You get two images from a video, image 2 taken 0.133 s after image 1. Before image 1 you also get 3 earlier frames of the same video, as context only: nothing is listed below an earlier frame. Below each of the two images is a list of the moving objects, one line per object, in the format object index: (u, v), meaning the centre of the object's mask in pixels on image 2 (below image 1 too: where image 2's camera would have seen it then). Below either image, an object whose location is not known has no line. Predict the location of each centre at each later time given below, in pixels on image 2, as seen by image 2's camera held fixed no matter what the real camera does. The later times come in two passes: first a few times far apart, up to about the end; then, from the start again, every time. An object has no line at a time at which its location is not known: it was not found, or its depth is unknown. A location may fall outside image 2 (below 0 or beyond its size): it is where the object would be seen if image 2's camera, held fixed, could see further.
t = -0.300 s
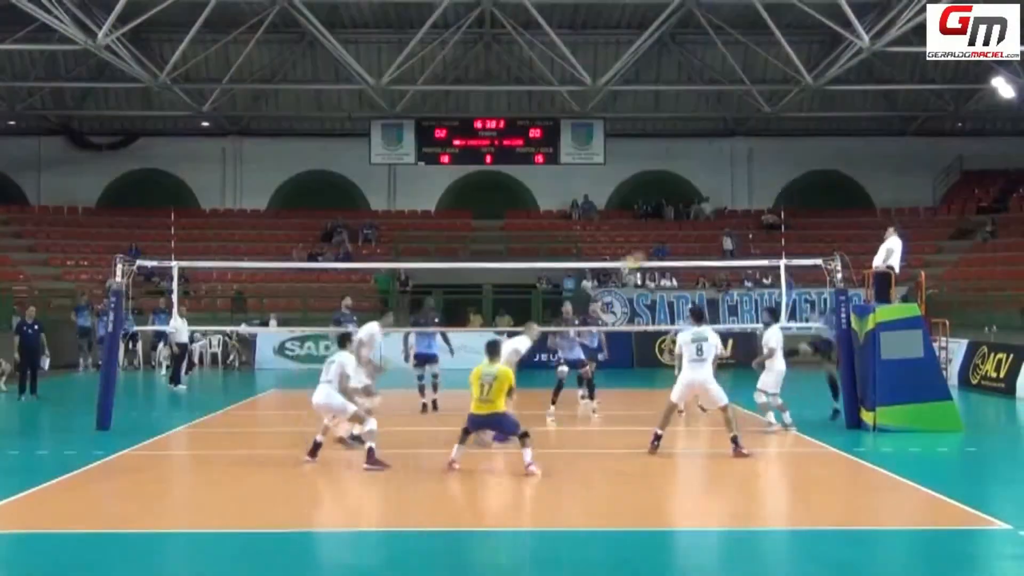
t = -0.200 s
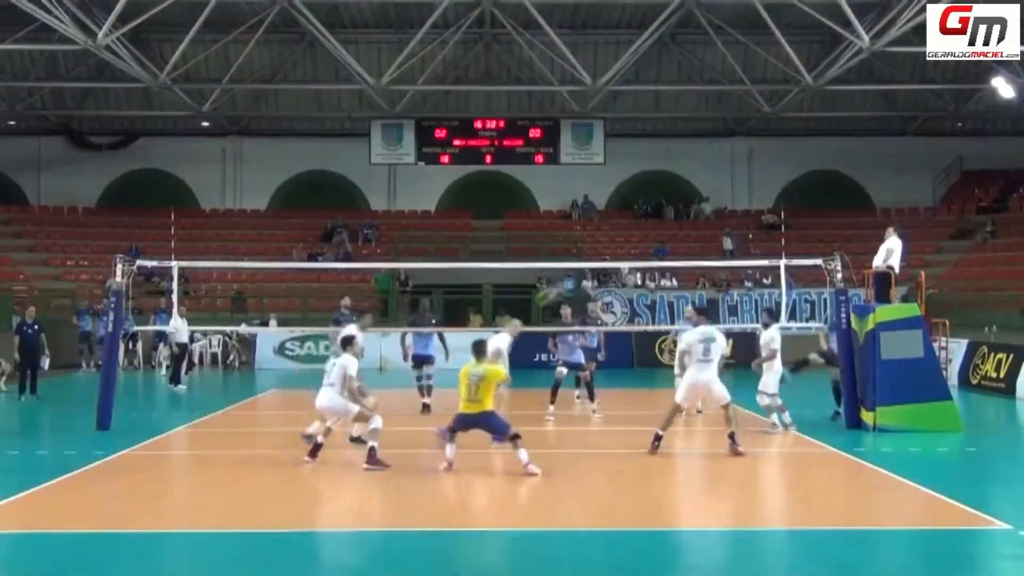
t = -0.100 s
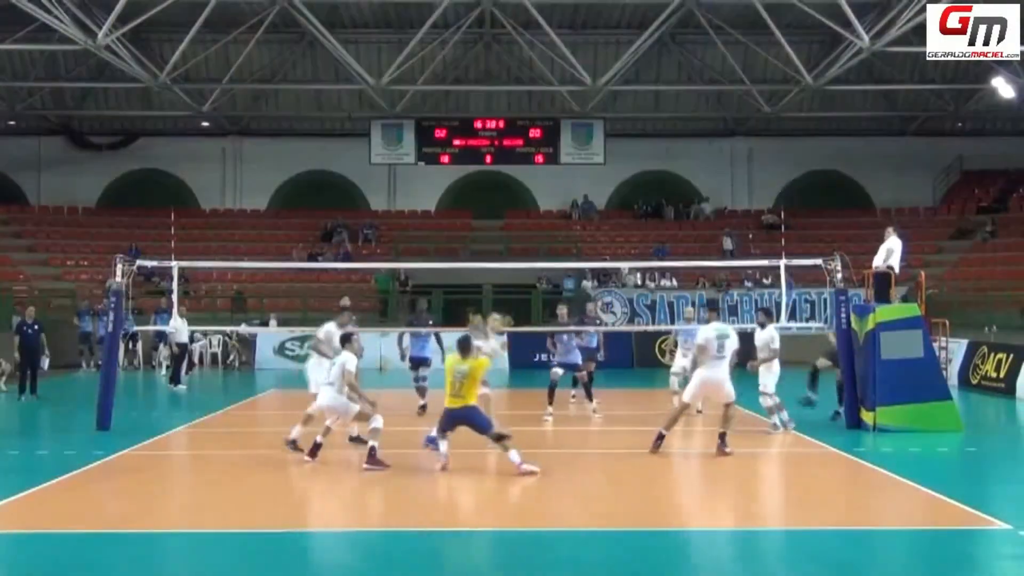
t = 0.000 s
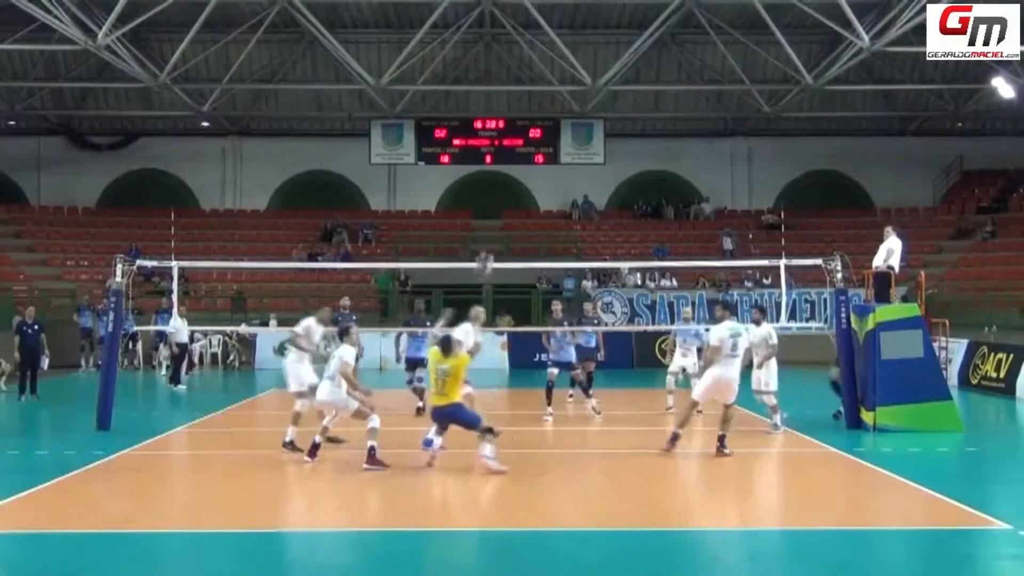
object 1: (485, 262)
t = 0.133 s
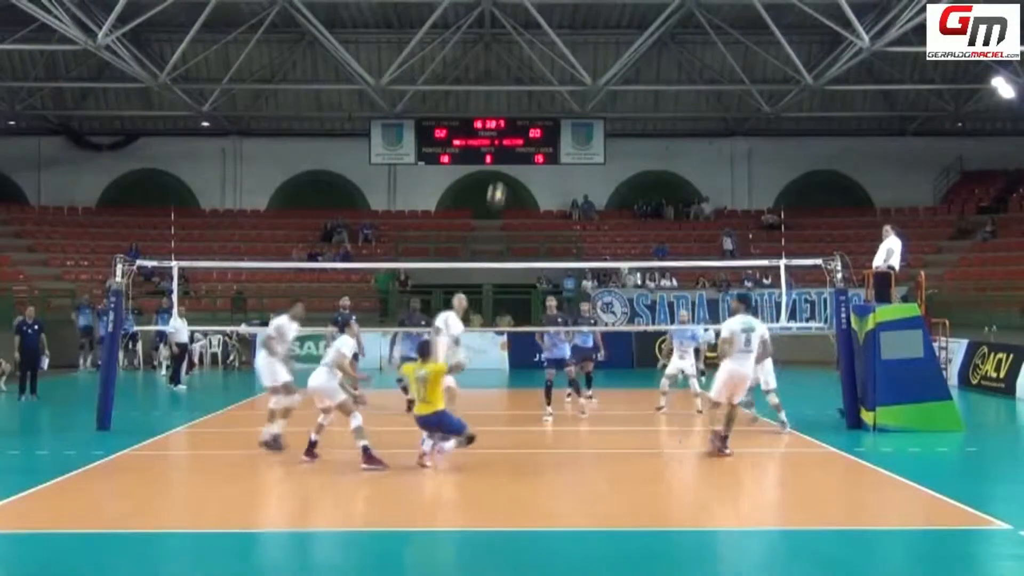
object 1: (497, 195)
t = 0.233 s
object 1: (504, 153)
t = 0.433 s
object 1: (518, 103)
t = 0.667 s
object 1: (534, 82)
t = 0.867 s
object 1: (546, 99)
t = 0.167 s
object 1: (499, 181)
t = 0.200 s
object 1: (502, 167)
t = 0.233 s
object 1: (504, 153)
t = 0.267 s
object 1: (506, 144)
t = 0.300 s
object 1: (509, 133)
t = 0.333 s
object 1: (512, 124)
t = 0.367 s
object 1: (514, 115)
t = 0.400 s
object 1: (516, 109)
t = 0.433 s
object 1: (518, 103)
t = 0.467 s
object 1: (520, 98)
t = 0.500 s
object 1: (523, 93)
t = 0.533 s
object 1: (524, 88)
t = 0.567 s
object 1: (527, 85)
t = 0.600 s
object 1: (529, 84)
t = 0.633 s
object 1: (531, 82)
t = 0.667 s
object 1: (534, 82)
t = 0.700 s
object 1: (536, 84)
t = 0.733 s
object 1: (538, 85)
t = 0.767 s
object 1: (539, 86)
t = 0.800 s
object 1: (542, 90)
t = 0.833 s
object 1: (544, 94)
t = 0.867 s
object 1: (546, 99)
